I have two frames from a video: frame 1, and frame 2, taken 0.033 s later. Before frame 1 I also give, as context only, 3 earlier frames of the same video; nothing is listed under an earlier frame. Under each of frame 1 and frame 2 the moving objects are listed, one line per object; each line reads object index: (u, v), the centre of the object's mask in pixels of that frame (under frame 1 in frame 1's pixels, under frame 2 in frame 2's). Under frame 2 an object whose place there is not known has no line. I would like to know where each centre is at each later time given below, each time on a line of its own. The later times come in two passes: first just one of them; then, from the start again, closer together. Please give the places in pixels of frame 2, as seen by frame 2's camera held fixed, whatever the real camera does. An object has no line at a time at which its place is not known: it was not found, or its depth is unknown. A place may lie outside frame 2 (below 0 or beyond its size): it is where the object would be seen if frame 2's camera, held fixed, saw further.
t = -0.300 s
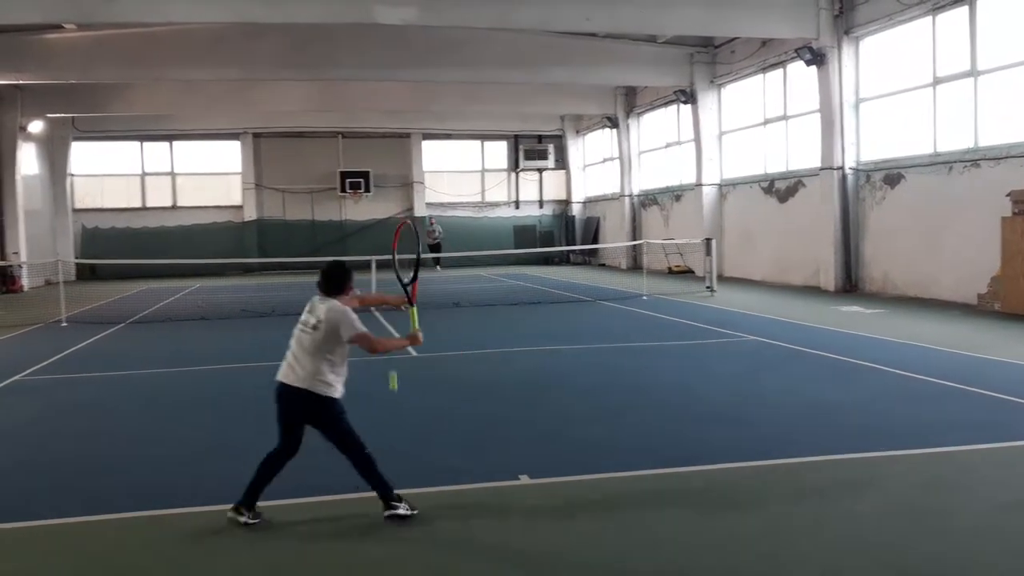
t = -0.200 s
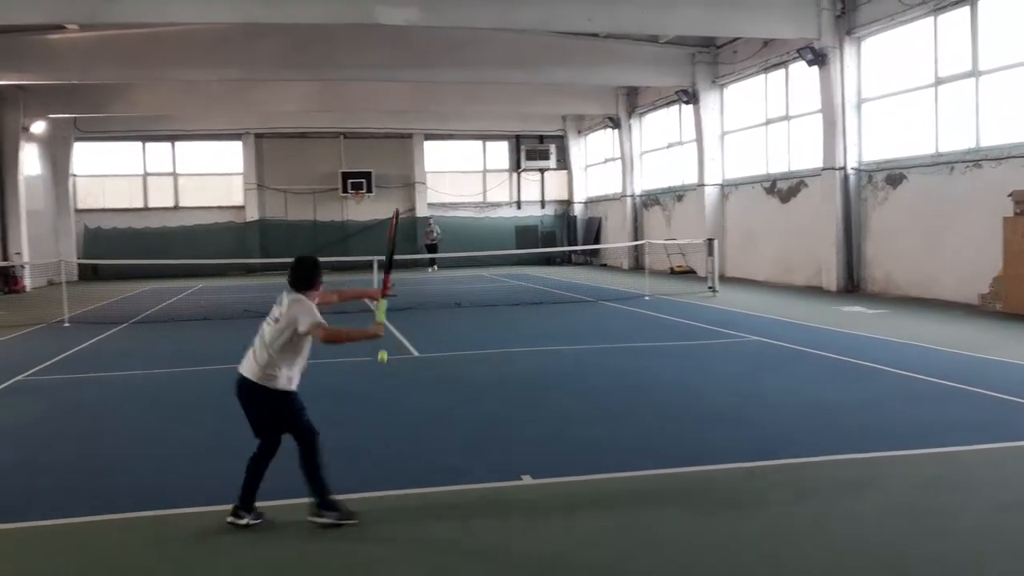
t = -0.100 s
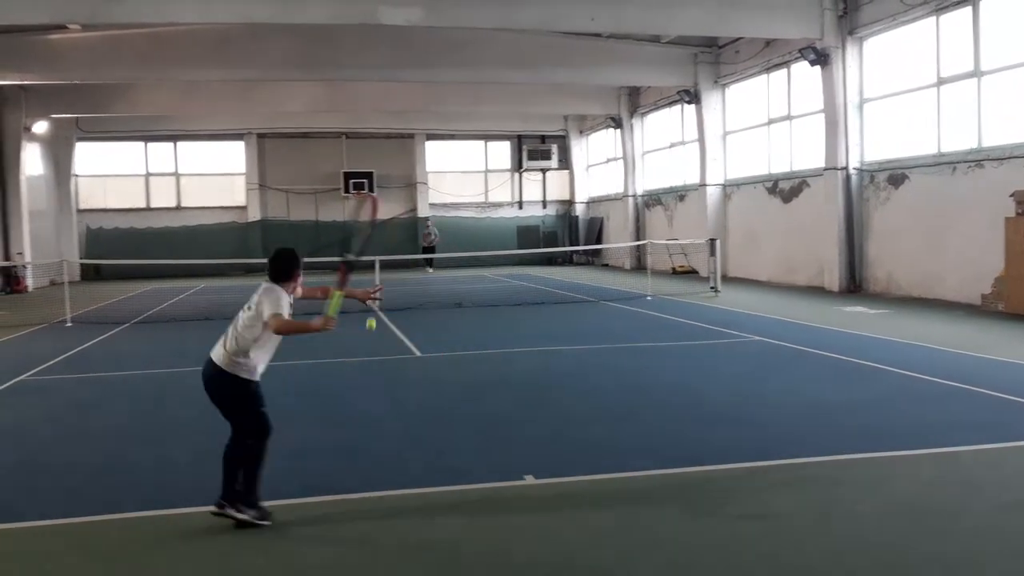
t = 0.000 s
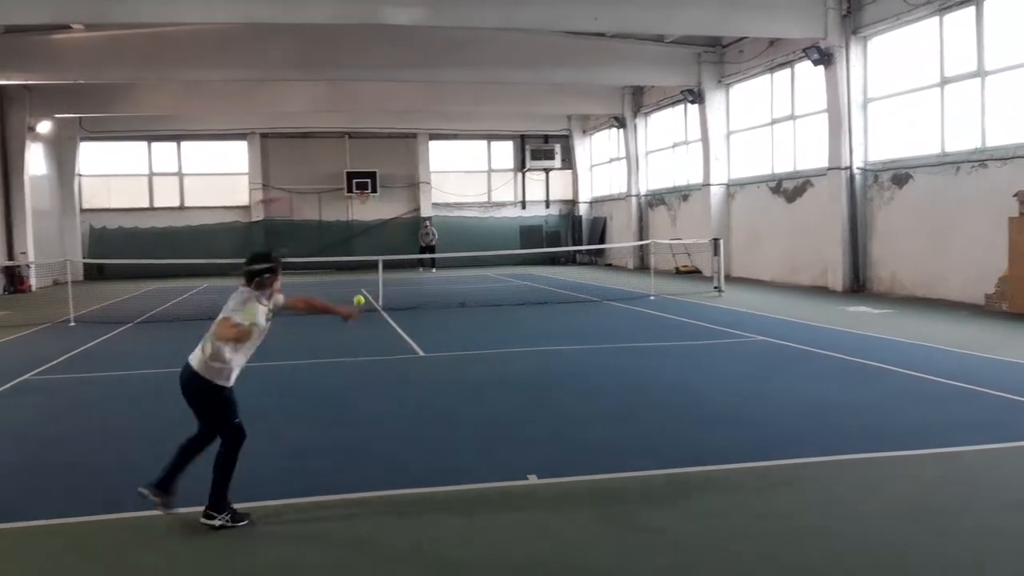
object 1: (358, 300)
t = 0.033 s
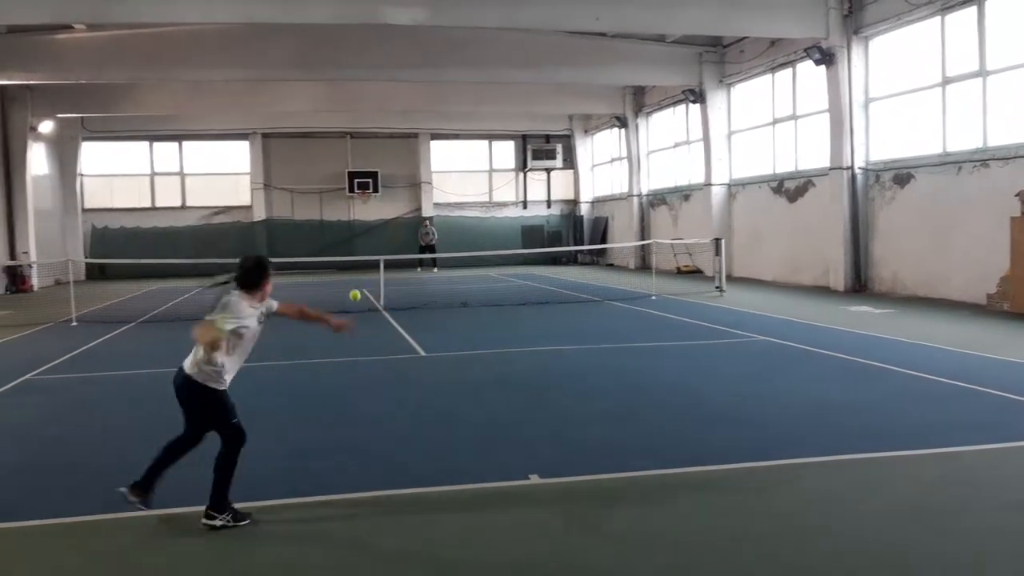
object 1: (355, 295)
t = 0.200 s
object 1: (323, 294)
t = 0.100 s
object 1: (343, 289)
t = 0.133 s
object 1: (337, 289)
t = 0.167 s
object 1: (330, 290)
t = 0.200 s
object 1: (323, 294)
